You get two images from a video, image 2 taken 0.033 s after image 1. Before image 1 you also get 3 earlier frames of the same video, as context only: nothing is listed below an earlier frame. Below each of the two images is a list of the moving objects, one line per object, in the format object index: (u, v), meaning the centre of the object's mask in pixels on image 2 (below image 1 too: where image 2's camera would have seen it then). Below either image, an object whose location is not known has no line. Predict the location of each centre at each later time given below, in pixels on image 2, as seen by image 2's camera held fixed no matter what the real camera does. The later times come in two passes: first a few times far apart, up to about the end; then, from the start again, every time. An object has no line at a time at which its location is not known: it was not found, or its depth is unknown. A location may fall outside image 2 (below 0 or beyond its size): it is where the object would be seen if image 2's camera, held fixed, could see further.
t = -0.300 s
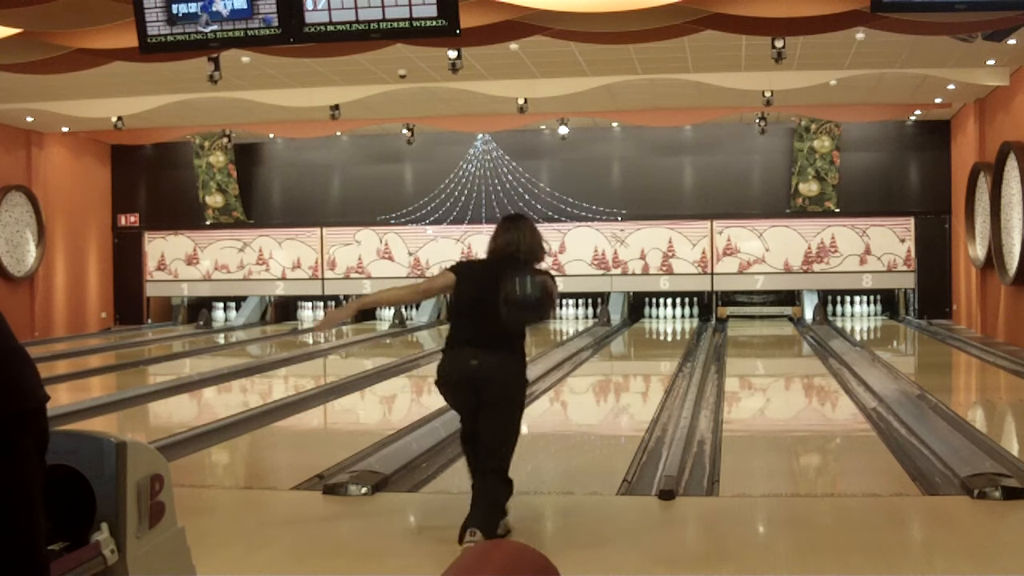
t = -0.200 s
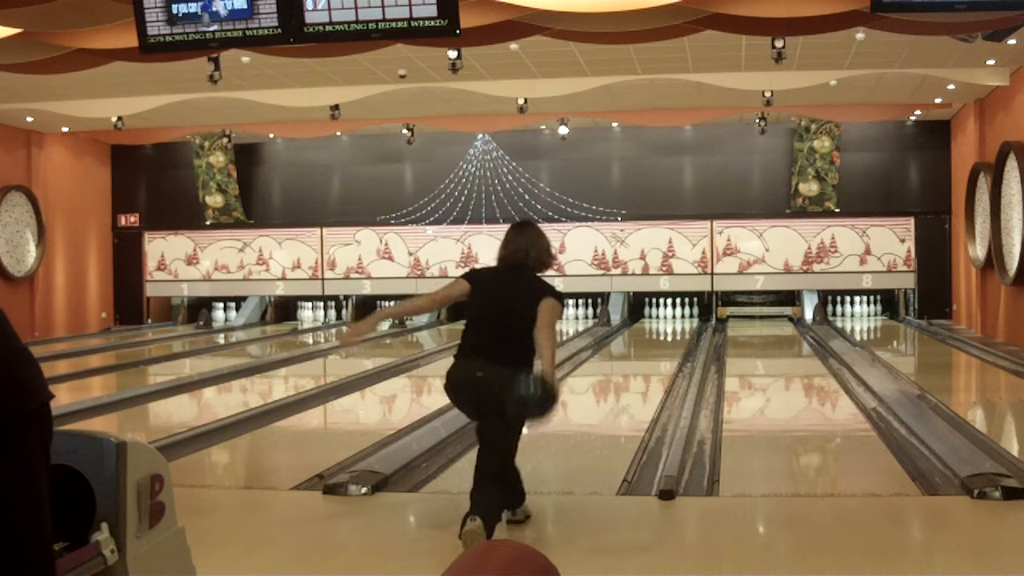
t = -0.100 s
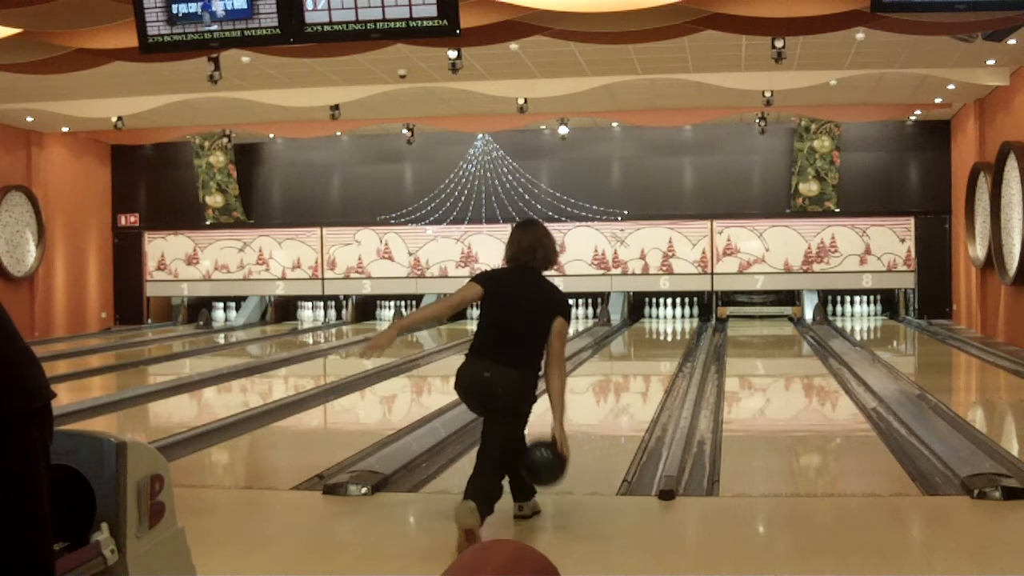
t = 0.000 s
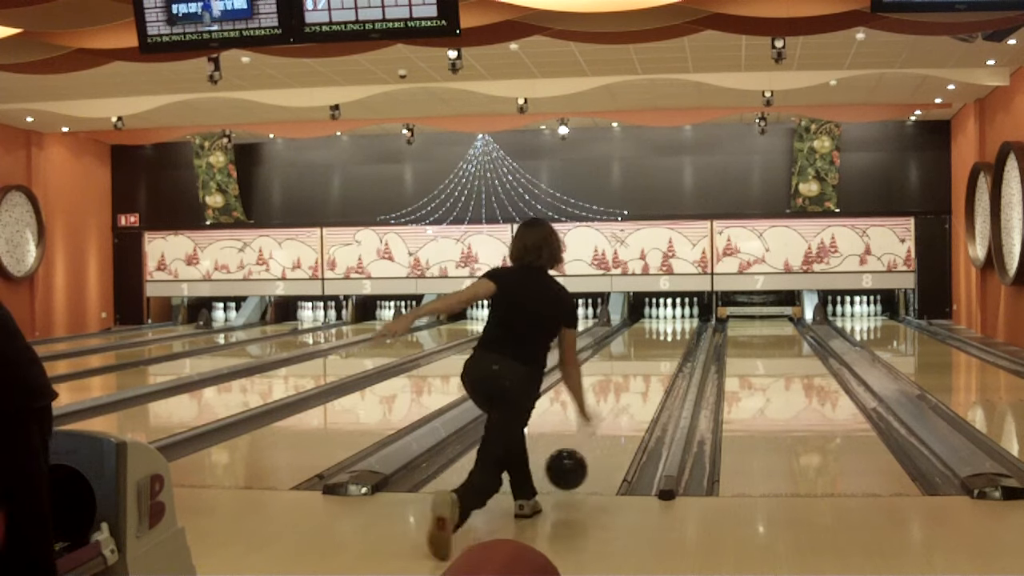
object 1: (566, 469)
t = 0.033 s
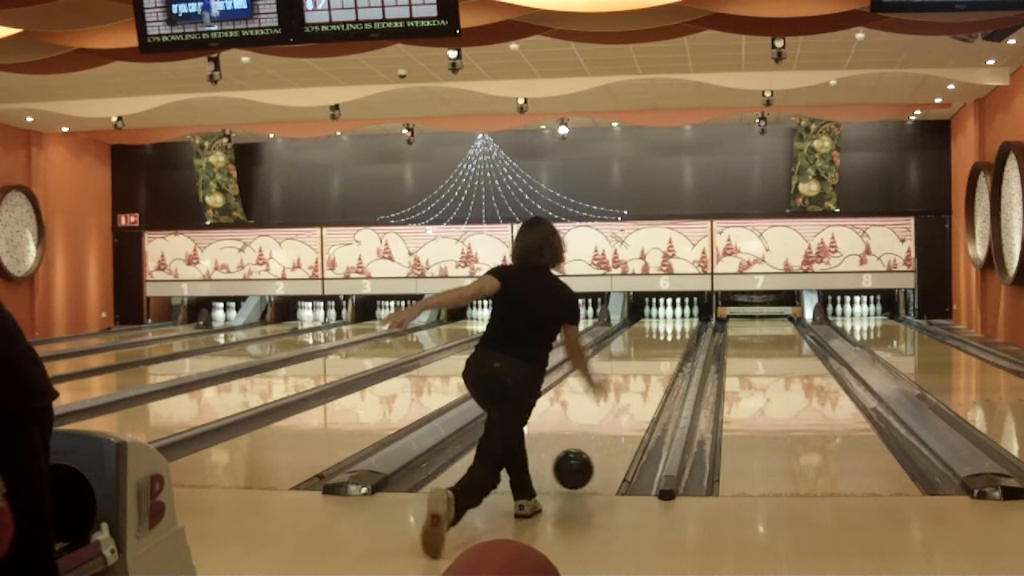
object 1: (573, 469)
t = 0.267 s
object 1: (608, 430)
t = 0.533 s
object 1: (633, 397)
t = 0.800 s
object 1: (649, 374)
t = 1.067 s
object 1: (661, 357)
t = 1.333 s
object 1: (669, 345)
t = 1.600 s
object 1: (674, 335)
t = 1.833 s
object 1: (677, 328)
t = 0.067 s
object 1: (579, 466)
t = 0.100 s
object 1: (585, 459)
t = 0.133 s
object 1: (590, 453)
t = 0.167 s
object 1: (594, 447)
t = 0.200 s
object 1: (599, 441)
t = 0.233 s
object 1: (604, 435)
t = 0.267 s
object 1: (608, 430)
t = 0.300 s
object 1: (612, 425)
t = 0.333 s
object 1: (615, 420)
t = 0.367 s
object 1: (618, 416)
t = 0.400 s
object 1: (622, 412)
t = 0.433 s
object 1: (625, 407)
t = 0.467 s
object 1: (628, 403)
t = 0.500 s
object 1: (630, 400)
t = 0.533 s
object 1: (633, 397)
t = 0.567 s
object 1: (635, 393)
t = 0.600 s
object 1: (638, 390)
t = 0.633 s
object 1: (640, 387)
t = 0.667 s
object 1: (642, 384)
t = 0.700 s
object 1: (644, 381)
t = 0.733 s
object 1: (646, 379)
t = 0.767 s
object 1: (648, 376)
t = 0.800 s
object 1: (649, 374)
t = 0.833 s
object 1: (651, 371)
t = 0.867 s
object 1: (653, 369)
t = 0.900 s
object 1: (655, 367)
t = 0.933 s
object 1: (656, 365)
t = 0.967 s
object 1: (657, 362)
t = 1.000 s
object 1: (658, 361)
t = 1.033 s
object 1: (660, 359)
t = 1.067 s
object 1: (661, 357)
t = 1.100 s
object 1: (662, 355)
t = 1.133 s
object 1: (663, 353)
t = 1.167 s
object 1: (664, 352)
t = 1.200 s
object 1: (665, 350)
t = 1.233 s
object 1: (666, 349)
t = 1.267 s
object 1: (667, 348)
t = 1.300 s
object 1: (668, 346)
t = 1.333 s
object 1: (669, 345)
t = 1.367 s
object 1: (670, 343)
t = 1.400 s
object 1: (671, 342)
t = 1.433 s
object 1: (672, 340)
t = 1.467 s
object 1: (672, 340)
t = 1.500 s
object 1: (673, 338)
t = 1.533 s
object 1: (673, 337)
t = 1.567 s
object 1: (674, 336)
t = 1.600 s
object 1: (674, 335)
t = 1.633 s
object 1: (675, 334)
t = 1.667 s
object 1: (675, 333)
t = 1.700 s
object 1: (676, 332)
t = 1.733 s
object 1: (676, 331)
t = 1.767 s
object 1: (677, 329)
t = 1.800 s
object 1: (677, 329)
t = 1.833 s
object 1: (677, 328)
